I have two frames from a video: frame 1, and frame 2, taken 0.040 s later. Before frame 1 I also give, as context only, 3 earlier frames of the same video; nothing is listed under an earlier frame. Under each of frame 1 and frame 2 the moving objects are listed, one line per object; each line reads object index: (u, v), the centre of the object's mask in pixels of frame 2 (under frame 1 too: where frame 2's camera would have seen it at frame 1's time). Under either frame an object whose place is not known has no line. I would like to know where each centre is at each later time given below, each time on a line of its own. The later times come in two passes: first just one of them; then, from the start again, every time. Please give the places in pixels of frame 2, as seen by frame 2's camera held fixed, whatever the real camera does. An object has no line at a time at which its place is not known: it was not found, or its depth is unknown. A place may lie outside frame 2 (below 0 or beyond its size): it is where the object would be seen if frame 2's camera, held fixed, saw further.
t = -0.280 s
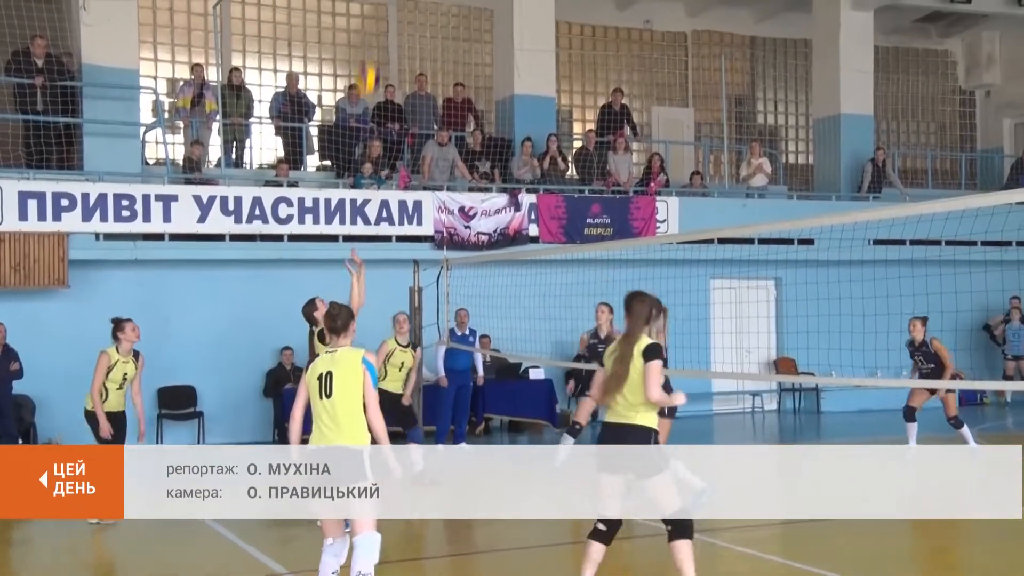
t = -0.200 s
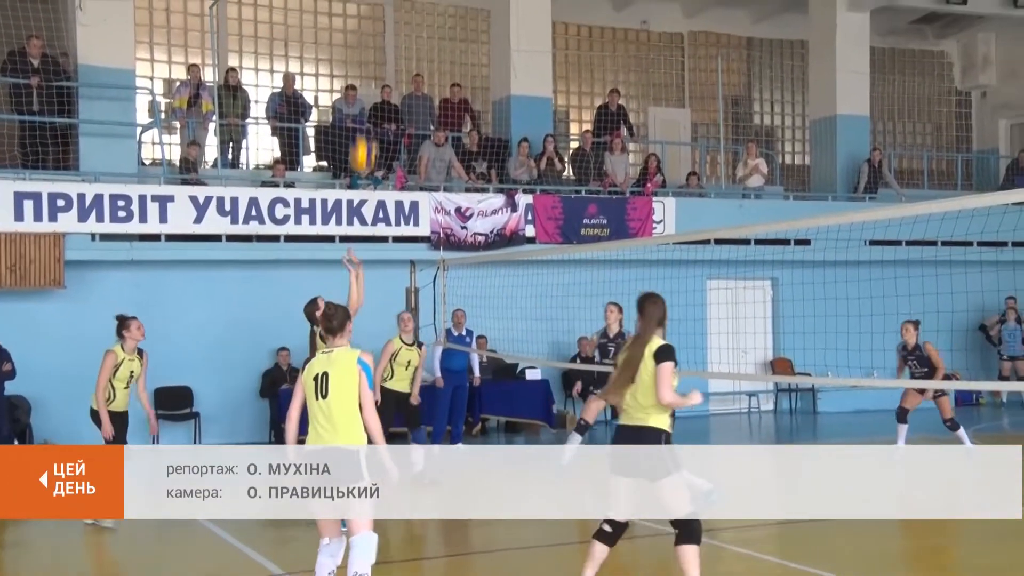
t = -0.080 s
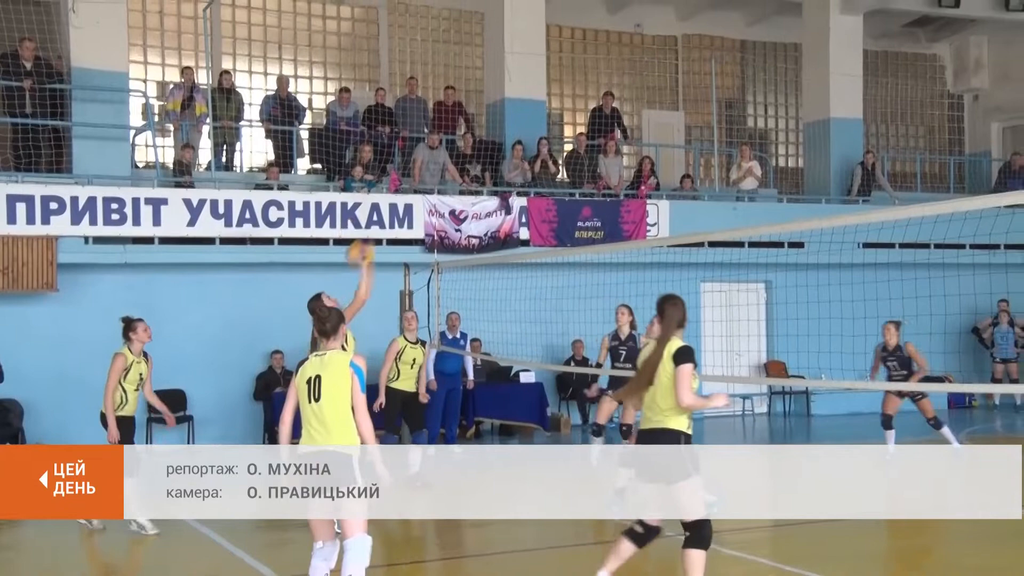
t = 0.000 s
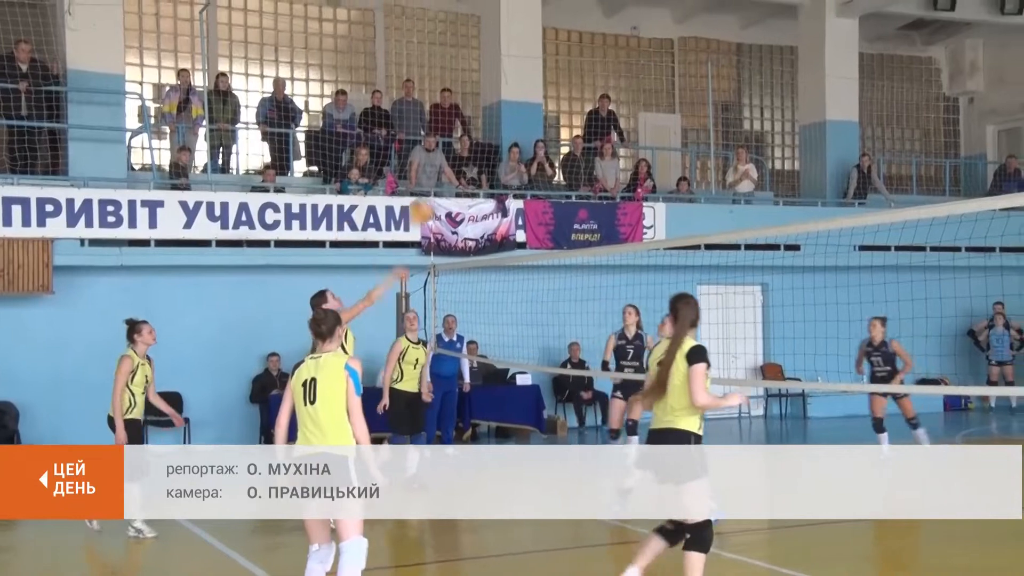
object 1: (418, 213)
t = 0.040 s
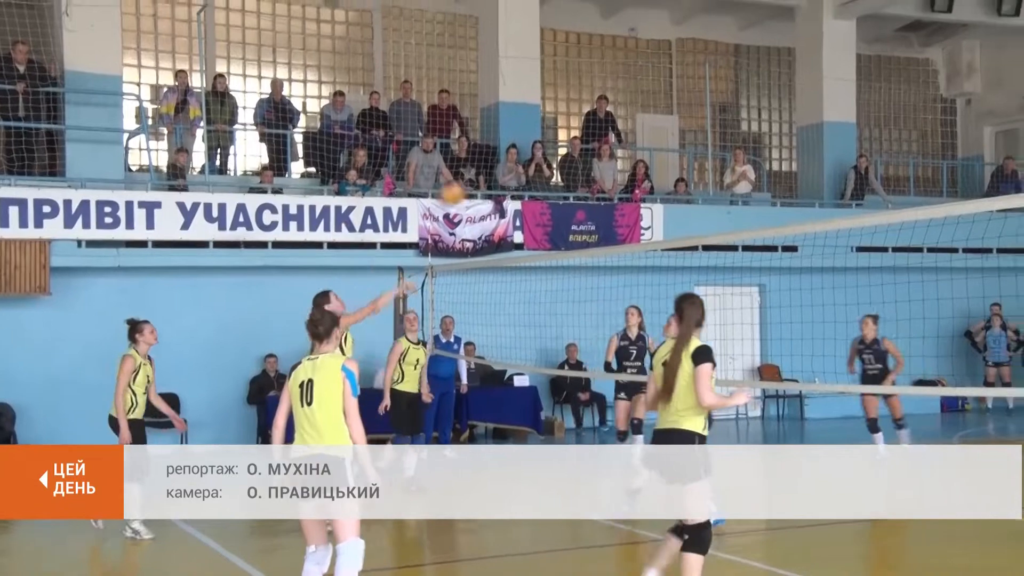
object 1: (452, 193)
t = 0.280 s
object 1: (646, 119)
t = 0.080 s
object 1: (485, 177)
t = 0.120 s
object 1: (517, 162)
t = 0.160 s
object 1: (548, 148)
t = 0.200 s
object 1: (582, 136)
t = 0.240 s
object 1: (614, 128)
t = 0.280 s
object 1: (646, 119)
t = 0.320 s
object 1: (680, 113)
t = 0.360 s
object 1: (712, 111)
